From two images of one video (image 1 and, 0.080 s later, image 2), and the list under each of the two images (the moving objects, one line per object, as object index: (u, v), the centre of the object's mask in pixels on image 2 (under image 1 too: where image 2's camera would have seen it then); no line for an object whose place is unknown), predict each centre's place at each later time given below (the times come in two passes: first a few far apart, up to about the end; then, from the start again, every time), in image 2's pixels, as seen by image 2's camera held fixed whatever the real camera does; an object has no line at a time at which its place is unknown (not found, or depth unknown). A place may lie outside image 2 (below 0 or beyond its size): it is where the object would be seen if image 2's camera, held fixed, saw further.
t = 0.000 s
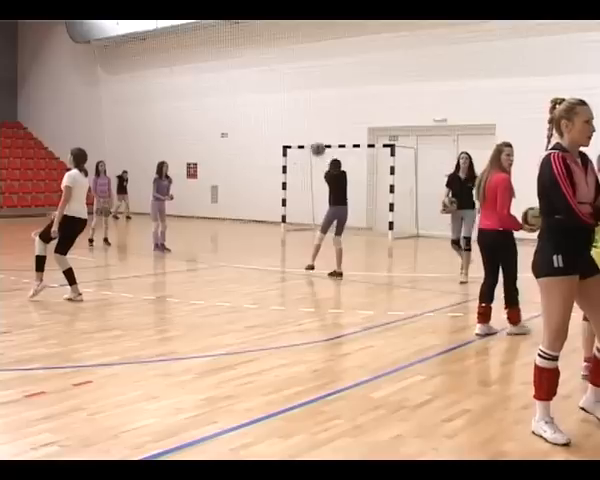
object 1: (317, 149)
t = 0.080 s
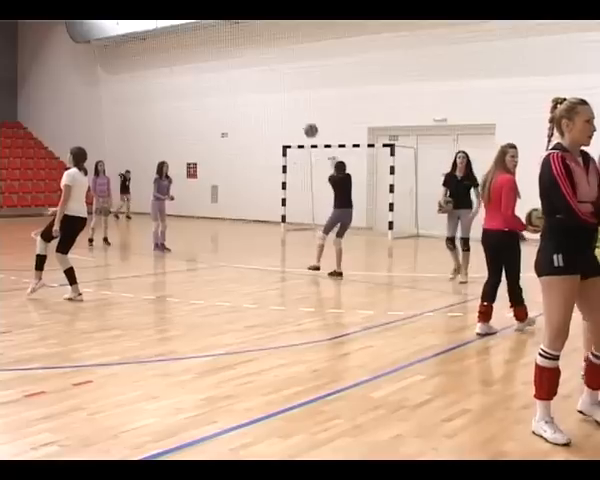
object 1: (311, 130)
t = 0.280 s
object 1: (294, 105)
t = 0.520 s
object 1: (277, 111)
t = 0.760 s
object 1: (262, 149)
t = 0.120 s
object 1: (307, 123)
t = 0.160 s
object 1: (304, 116)
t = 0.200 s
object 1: (300, 111)
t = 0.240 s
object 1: (297, 108)
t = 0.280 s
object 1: (294, 105)
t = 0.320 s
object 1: (291, 103)
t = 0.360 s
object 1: (288, 103)
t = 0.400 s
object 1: (285, 103)
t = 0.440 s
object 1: (283, 105)
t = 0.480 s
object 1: (280, 107)
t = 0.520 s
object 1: (277, 111)
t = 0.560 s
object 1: (275, 115)
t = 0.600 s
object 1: (272, 120)
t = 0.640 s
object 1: (269, 126)
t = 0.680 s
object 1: (267, 133)
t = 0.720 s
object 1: (265, 141)
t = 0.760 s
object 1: (262, 149)
